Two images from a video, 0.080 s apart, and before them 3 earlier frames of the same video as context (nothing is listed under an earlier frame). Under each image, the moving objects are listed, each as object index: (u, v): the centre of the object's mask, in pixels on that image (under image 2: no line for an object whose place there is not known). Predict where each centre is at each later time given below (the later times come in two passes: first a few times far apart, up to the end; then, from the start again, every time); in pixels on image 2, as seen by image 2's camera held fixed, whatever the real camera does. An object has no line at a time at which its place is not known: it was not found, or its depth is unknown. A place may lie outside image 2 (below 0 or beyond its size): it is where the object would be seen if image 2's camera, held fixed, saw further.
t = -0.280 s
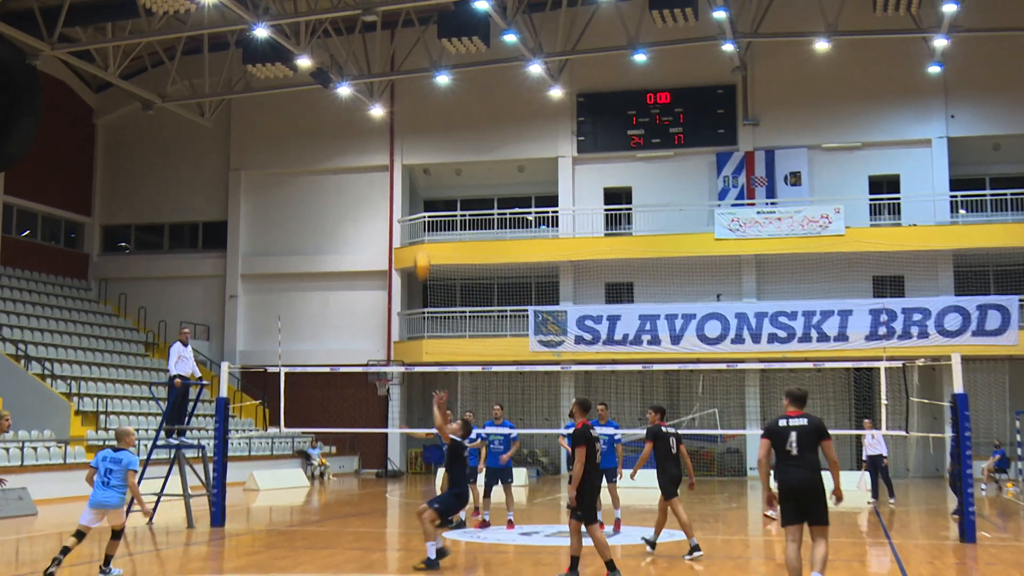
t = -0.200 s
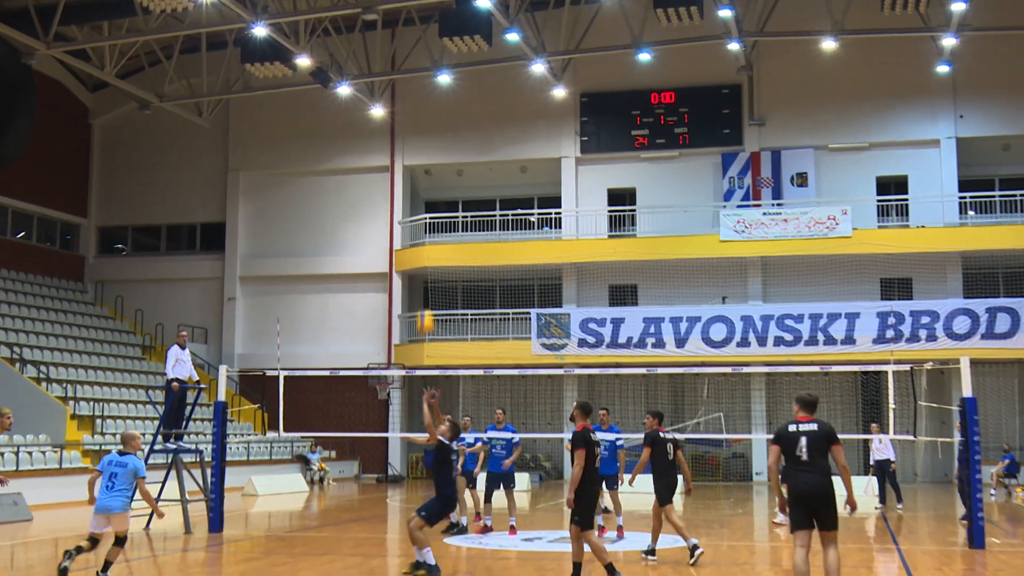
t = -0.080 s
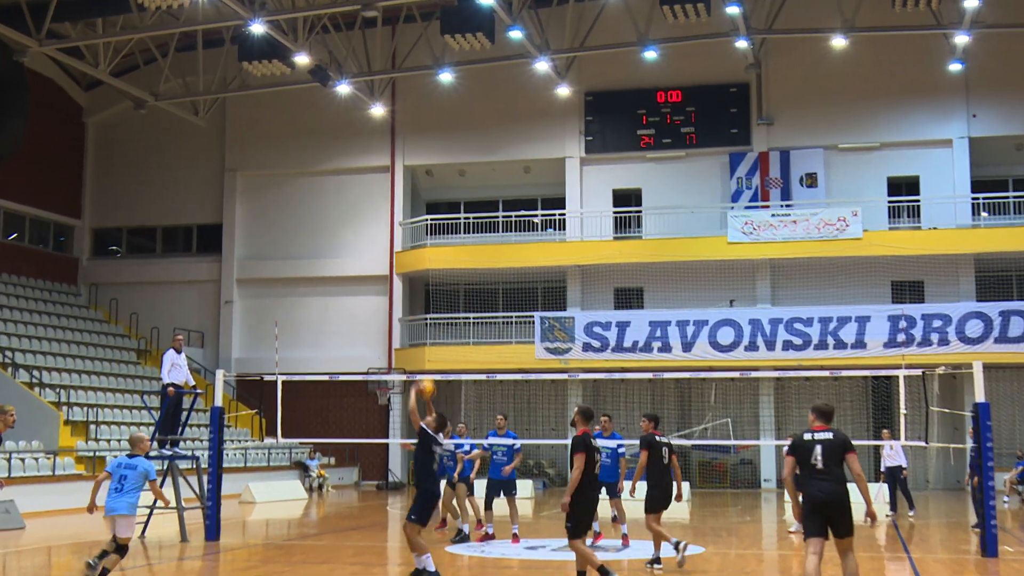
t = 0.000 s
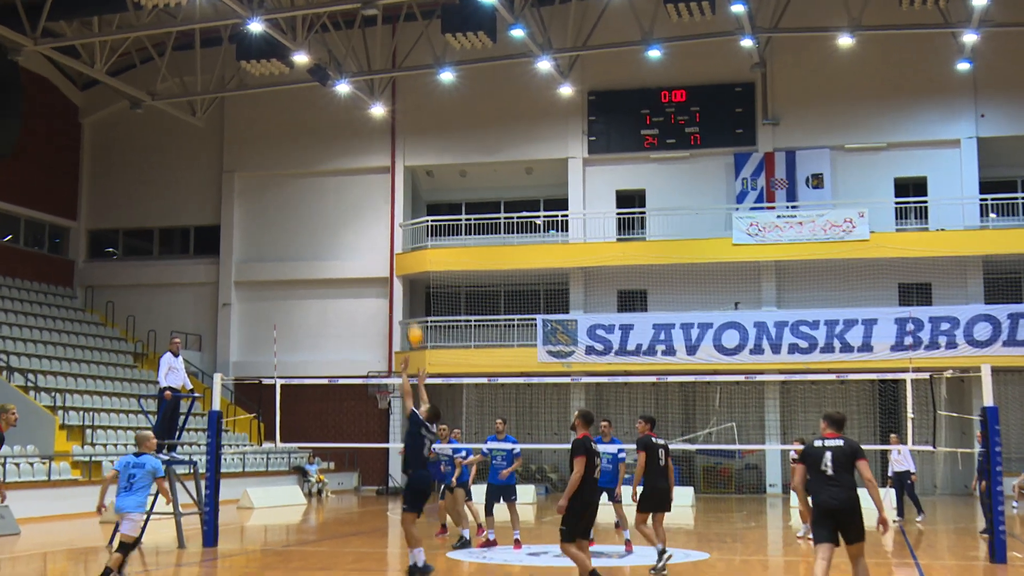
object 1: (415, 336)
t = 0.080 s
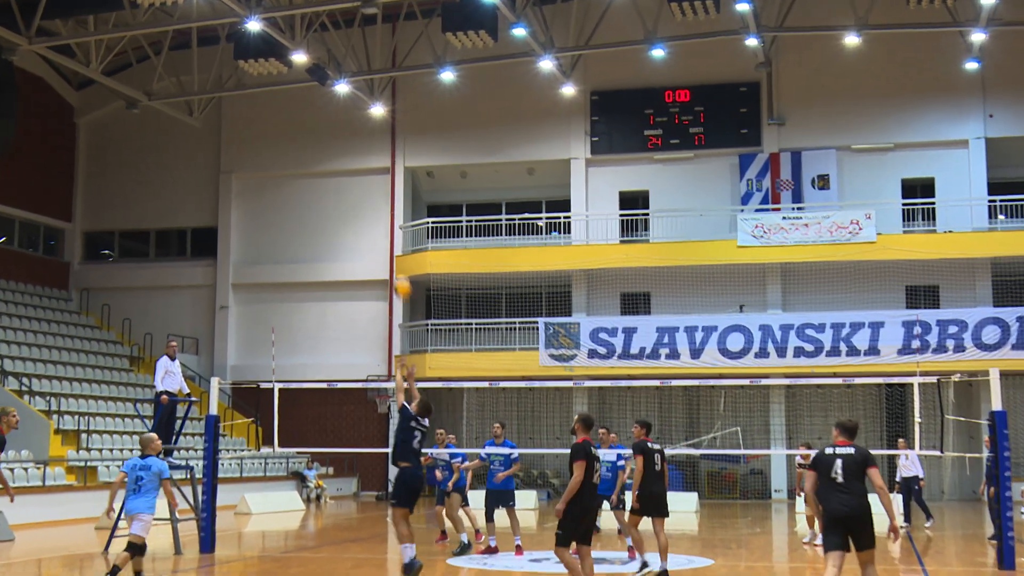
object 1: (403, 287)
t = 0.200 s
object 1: (384, 225)
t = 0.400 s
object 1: (354, 158)
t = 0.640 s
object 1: (321, 124)
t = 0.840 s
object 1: (294, 133)
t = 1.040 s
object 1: (269, 172)
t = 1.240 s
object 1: (243, 238)
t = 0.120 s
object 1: (396, 264)
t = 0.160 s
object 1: (390, 244)
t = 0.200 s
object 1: (384, 225)
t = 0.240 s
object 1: (379, 208)
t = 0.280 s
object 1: (373, 194)
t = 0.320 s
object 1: (367, 180)
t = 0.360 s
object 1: (361, 168)
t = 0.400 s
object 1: (354, 158)
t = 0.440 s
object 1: (350, 149)
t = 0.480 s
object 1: (343, 141)
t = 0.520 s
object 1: (338, 135)
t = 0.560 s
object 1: (333, 130)
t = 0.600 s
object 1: (327, 126)
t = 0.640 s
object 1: (321, 124)
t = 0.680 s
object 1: (316, 123)
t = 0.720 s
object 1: (311, 124)
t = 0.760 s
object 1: (305, 126)
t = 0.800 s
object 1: (300, 129)
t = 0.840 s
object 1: (294, 133)
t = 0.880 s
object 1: (289, 138)
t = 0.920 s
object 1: (284, 145)
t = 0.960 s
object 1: (279, 153)
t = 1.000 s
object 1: (274, 162)
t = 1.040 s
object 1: (269, 172)
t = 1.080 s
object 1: (264, 183)
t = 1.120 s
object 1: (258, 195)
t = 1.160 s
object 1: (253, 208)
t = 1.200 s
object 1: (248, 222)
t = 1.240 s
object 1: (243, 238)
